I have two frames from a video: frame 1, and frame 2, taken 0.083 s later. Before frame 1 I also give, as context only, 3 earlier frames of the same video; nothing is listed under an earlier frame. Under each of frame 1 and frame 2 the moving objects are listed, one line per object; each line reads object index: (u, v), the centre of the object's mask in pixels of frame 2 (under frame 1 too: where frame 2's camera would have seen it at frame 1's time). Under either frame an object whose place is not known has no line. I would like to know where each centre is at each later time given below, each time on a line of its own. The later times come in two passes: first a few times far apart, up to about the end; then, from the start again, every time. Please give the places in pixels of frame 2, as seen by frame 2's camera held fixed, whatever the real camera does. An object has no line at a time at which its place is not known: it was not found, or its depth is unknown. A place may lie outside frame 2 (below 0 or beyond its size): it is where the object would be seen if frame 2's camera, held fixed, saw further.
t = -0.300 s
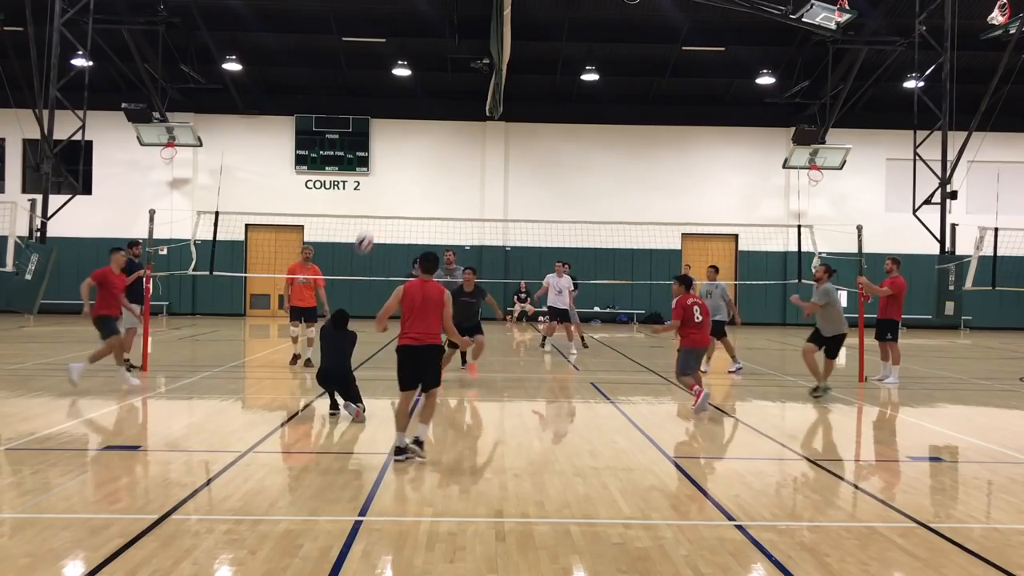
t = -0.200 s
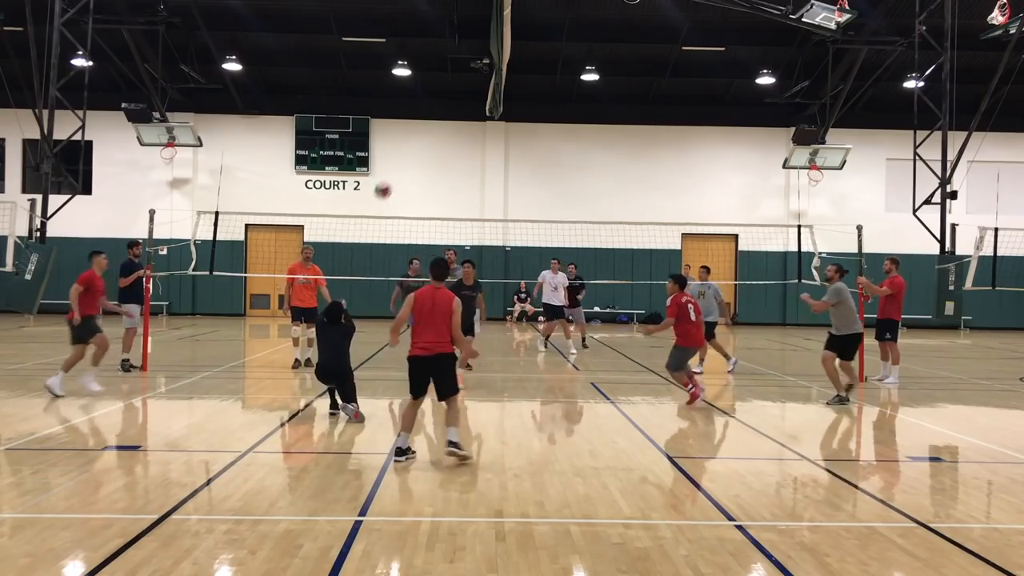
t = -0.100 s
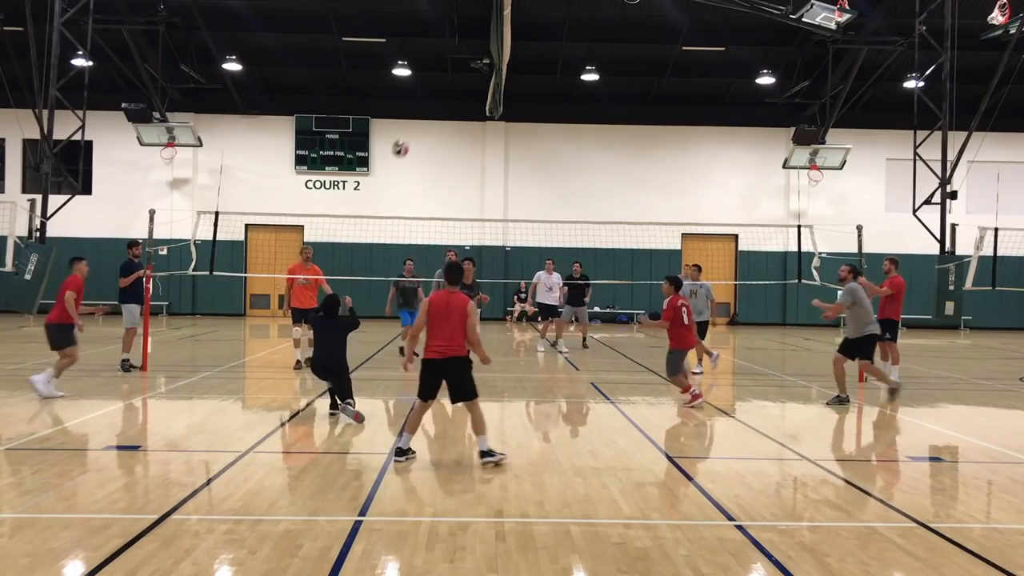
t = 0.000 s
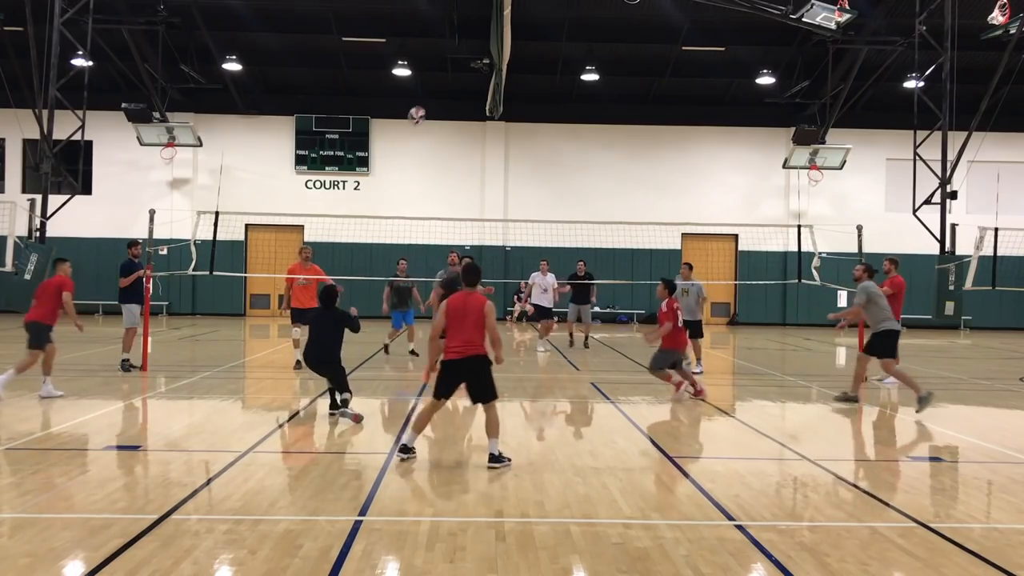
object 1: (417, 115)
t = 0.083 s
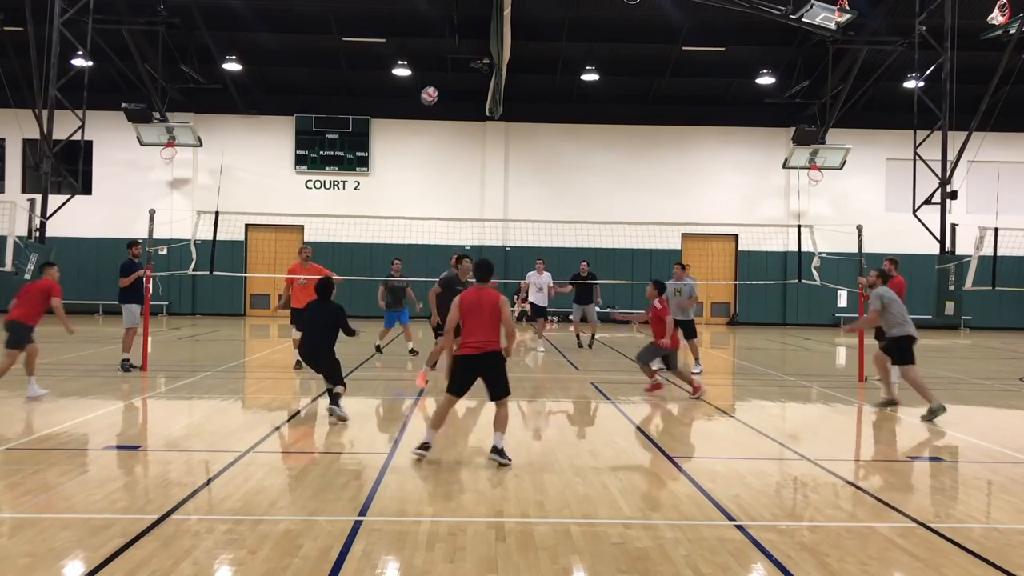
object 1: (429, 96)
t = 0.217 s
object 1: (448, 76)
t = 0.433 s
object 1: (475, 72)
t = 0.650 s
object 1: (500, 100)
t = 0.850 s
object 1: (519, 153)
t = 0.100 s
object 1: (431, 92)
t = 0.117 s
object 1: (434, 89)
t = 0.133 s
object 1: (436, 87)
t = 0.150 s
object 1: (439, 84)
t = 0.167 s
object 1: (441, 81)
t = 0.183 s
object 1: (443, 79)
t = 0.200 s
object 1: (445, 77)
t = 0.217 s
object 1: (448, 76)
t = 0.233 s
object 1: (450, 74)
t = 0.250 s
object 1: (452, 72)
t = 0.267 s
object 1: (454, 71)
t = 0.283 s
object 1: (456, 71)
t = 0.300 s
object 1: (459, 70)
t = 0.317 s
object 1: (461, 70)
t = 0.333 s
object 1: (463, 69)
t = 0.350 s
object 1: (465, 69)
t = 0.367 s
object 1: (467, 69)
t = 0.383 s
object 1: (469, 69)
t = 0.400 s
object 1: (471, 70)
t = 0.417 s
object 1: (473, 70)
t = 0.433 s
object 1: (475, 72)
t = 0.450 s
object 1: (477, 72)
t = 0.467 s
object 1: (479, 74)
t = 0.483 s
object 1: (481, 75)
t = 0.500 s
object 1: (483, 77)
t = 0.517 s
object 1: (485, 79)
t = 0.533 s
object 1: (486, 81)
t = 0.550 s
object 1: (488, 83)
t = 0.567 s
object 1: (490, 85)
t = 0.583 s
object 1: (492, 87)
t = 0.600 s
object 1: (494, 90)
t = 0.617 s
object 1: (496, 94)
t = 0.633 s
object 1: (498, 97)
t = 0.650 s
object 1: (500, 100)
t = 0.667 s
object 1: (502, 104)
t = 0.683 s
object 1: (503, 108)
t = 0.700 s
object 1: (505, 111)
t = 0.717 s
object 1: (506, 115)
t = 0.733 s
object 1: (508, 117)
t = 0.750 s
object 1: (510, 122)
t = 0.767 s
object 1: (512, 127)
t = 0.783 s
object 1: (513, 132)
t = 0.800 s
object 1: (515, 137)
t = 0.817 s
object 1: (516, 142)
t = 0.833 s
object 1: (518, 147)
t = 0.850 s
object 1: (519, 153)
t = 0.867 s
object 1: (521, 158)
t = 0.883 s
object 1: (522, 163)
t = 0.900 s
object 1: (524, 169)
